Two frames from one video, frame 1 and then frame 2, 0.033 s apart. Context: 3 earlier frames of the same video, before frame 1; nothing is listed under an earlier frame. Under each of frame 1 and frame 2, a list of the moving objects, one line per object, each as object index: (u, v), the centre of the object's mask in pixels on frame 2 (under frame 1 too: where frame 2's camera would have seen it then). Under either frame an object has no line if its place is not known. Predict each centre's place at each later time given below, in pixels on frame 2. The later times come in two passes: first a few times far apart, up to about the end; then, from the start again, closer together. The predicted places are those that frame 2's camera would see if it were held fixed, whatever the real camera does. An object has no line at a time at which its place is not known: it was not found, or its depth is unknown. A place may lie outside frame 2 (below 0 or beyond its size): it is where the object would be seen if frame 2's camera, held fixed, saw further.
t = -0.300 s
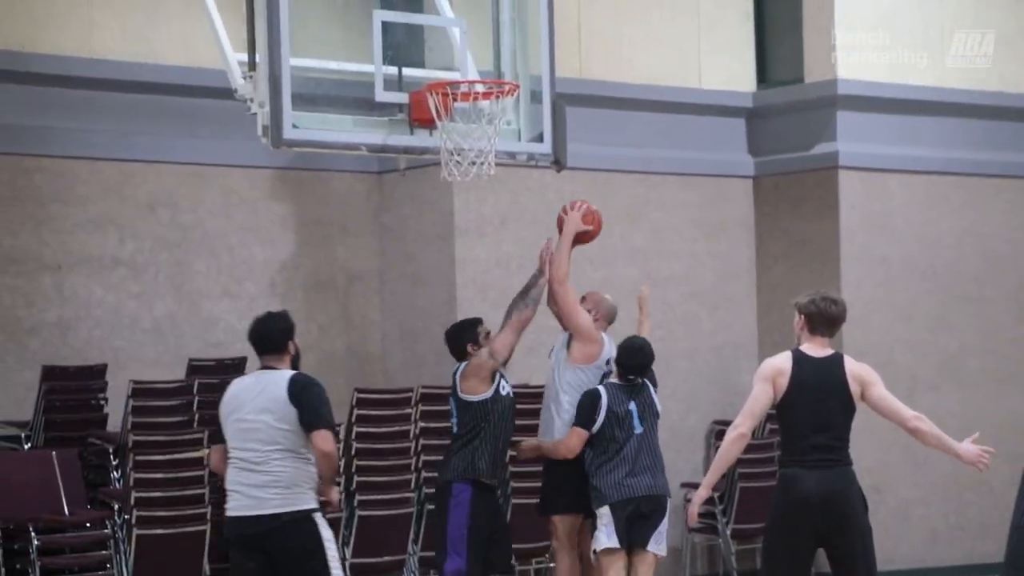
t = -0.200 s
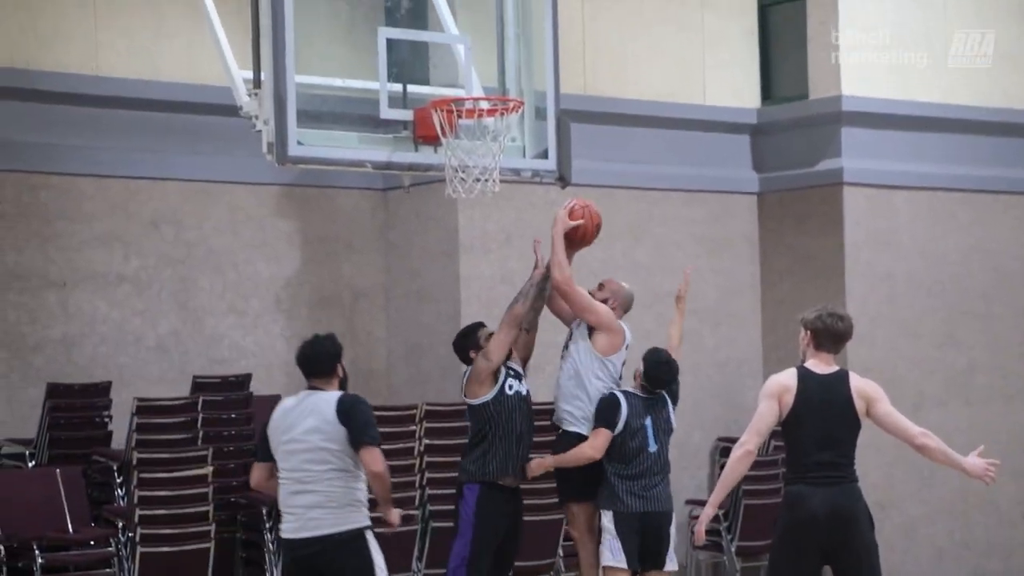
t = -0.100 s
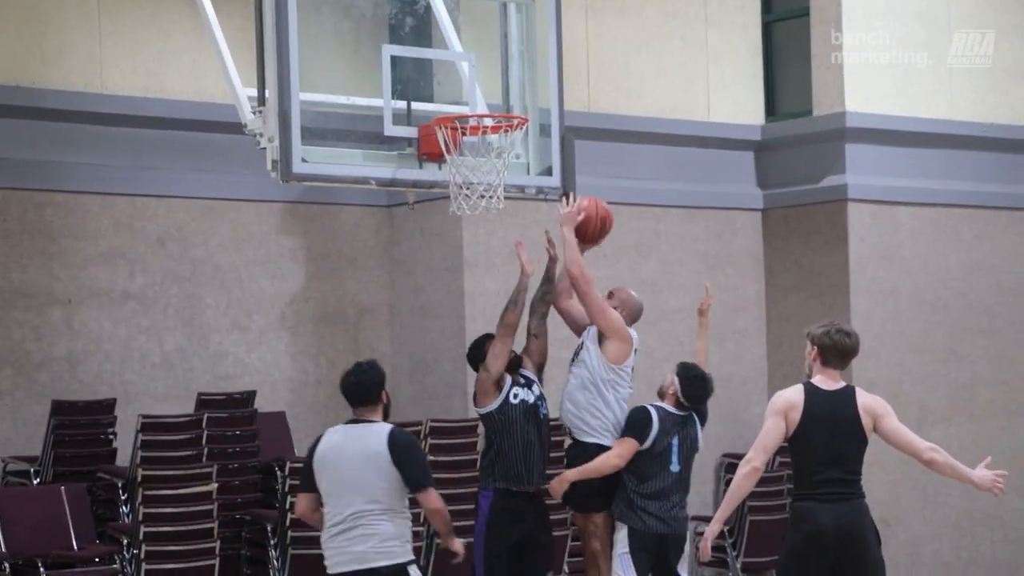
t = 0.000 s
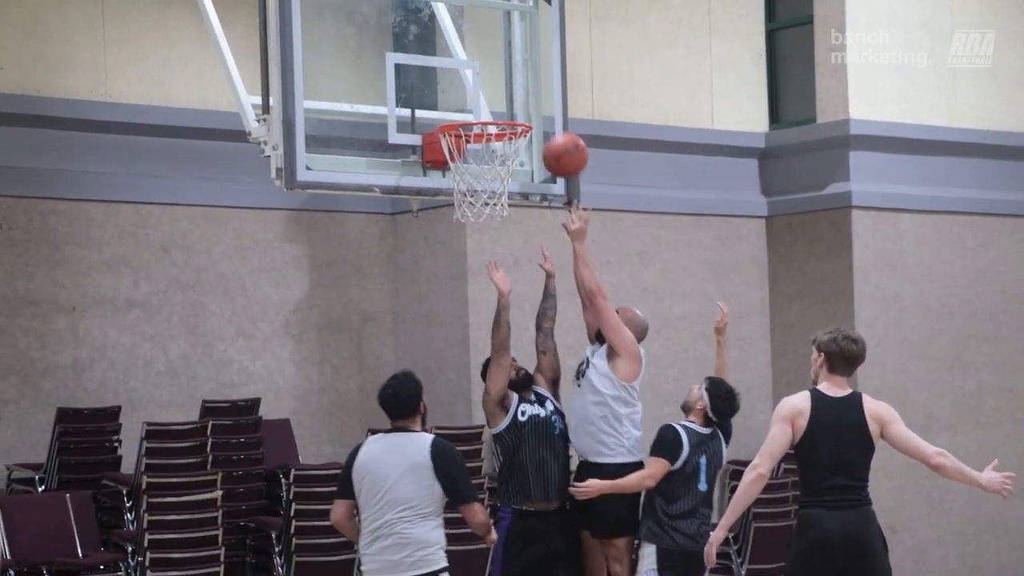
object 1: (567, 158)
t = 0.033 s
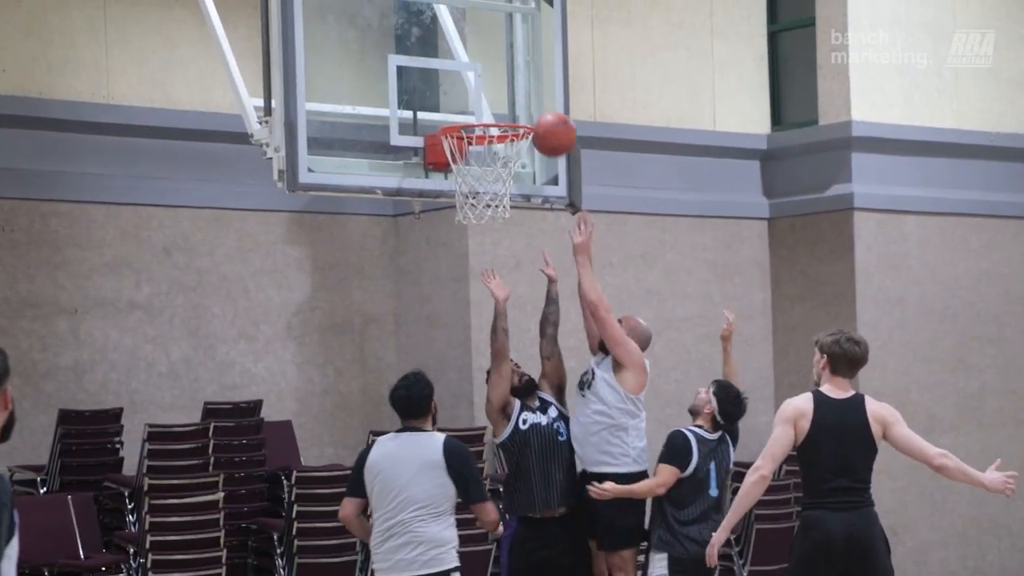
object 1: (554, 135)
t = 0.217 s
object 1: (506, 53)
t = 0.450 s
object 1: (497, 56)
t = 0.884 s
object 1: (464, 178)
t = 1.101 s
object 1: (474, 224)
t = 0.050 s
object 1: (548, 123)
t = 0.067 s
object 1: (541, 112)
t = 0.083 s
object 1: (534, 103)
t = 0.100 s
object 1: (528, 95)
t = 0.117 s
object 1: (521, 86)
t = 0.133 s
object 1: (514, 77)
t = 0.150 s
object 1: (509, 70)
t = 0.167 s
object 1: (508, 65)
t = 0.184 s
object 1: (508, 61)
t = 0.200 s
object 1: (507, 57)
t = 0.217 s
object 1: (506, 53)
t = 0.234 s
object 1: (506, 50)
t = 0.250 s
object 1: (505, 47)
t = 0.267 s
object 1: (504, 45)
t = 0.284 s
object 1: (503, 43)
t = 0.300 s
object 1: (503, 42)
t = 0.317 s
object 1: (502, 42)
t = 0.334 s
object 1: (501, 42)
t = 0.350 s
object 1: (501, 42)
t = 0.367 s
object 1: (501, 43)
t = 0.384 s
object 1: (500, 45)
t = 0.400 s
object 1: (500, 47)
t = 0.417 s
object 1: (499, 50)
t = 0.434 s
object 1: (497, 53)
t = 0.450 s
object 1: (497, 56)
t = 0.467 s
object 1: (497, 60)
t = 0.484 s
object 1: (497, 65)
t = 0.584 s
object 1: (494, 103)
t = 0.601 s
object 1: (494, 108)
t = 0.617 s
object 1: (492, 109)
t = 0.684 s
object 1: (485, 132)
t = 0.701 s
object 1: (483, 142)
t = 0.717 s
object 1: (481, 141)
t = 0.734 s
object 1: (479, 145)
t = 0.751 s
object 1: (477, 147)
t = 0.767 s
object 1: (476, 149)
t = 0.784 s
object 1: (474, 153)
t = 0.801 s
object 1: (472, 158)
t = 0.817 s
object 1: (469, 164)
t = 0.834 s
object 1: (467, 169)
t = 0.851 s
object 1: (465, 173)
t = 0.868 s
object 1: (464, 177)
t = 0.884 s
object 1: (464, 178)
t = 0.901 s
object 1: (465, 179)
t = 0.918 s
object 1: (464, 181)
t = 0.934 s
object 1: (465, 182)
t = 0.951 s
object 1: (465, 183)
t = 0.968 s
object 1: (465, 185)
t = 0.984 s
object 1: (466, 188)
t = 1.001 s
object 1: (468, 193)
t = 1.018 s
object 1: (469, 198)
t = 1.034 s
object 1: (470, 200)
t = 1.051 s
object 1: (470, 208)
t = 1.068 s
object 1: (471, 211)
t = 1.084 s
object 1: (472, 217)
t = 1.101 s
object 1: (474, 224)
